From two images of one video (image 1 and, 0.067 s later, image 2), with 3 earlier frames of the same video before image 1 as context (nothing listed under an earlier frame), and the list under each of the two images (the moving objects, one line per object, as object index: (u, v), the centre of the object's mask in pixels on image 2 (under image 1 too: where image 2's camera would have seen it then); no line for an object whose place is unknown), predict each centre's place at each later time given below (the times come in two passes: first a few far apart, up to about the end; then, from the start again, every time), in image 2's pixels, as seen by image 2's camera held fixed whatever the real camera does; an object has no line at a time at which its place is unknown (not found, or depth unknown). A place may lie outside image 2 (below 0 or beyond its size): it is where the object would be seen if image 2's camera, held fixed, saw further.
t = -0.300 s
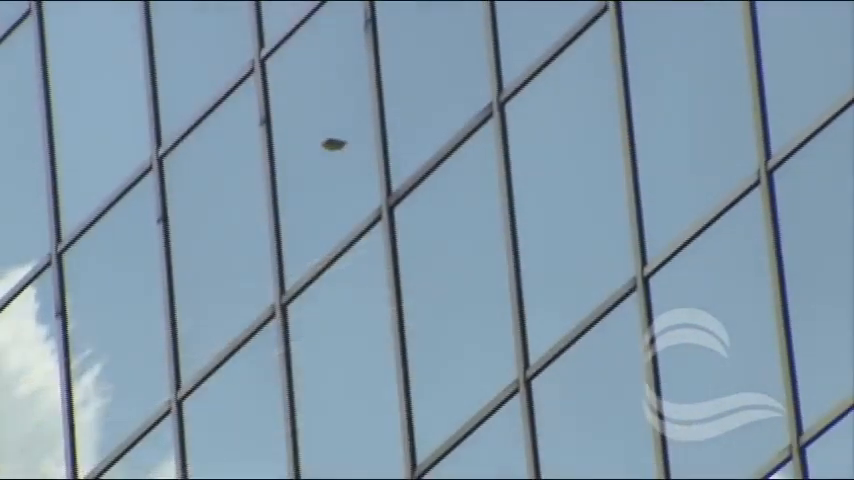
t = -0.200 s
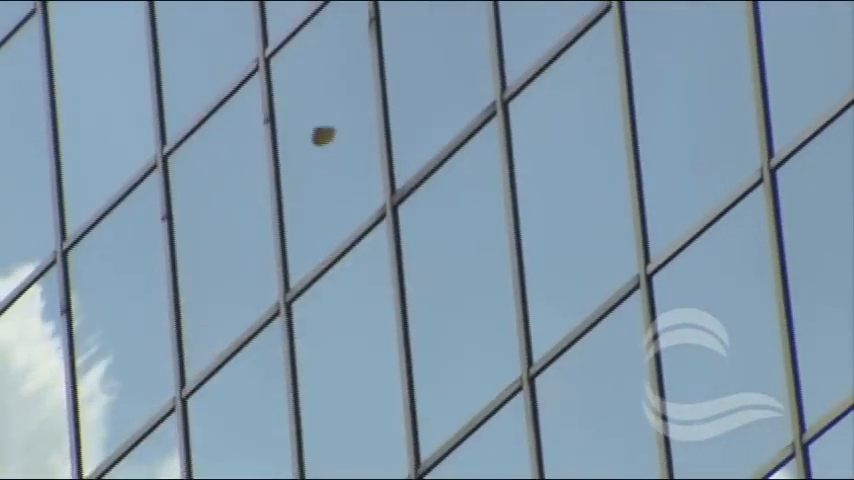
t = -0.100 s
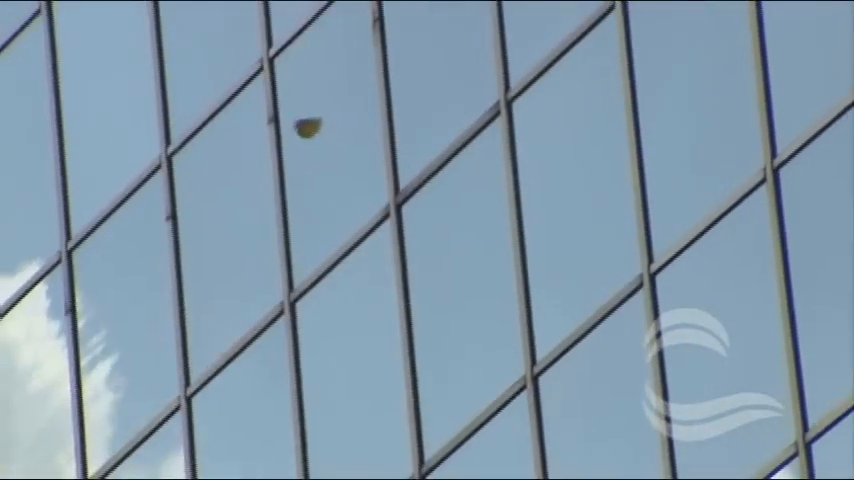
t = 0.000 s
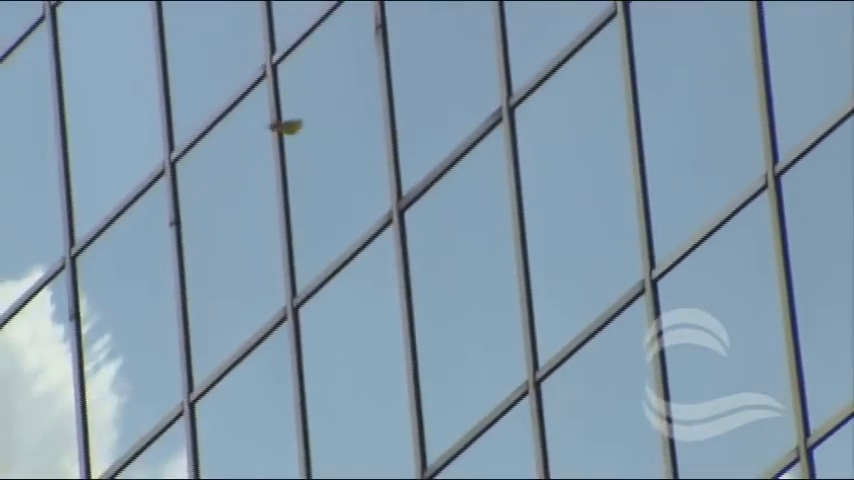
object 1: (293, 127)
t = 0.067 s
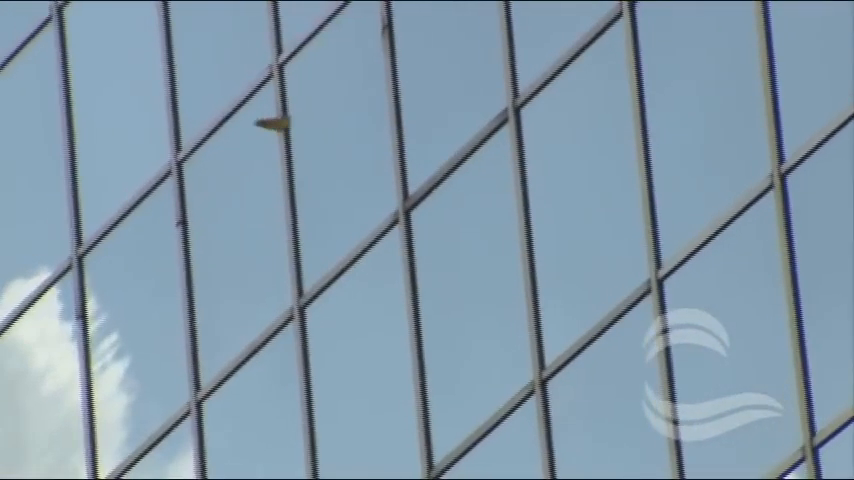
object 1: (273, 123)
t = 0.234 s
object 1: (224, 116)
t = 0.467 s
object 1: (152, 120)
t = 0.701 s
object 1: (59, 145)
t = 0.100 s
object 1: (265, 121)
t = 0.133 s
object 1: (254, 120)
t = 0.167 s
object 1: (244, 118)
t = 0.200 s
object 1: (234, 117)
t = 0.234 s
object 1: (224, 116)
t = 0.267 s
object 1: (214, 115)
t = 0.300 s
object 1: (204, 115)
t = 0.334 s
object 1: (196, 115)
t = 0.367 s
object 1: (186, 115)
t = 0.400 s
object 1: (174, 117)
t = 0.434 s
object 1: (160, 121)
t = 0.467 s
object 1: (152, 120)
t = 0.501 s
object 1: (141, 123)
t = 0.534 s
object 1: (129, 125)
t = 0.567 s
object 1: (116, 129)
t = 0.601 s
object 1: (102, 131)
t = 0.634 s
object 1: (88, 134)
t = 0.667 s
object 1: (74, 139)
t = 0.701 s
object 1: (59, 145)
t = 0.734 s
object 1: (44, 151)
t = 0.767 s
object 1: (28, 159)
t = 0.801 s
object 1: (14, 167)
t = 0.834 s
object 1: (0, 177)
